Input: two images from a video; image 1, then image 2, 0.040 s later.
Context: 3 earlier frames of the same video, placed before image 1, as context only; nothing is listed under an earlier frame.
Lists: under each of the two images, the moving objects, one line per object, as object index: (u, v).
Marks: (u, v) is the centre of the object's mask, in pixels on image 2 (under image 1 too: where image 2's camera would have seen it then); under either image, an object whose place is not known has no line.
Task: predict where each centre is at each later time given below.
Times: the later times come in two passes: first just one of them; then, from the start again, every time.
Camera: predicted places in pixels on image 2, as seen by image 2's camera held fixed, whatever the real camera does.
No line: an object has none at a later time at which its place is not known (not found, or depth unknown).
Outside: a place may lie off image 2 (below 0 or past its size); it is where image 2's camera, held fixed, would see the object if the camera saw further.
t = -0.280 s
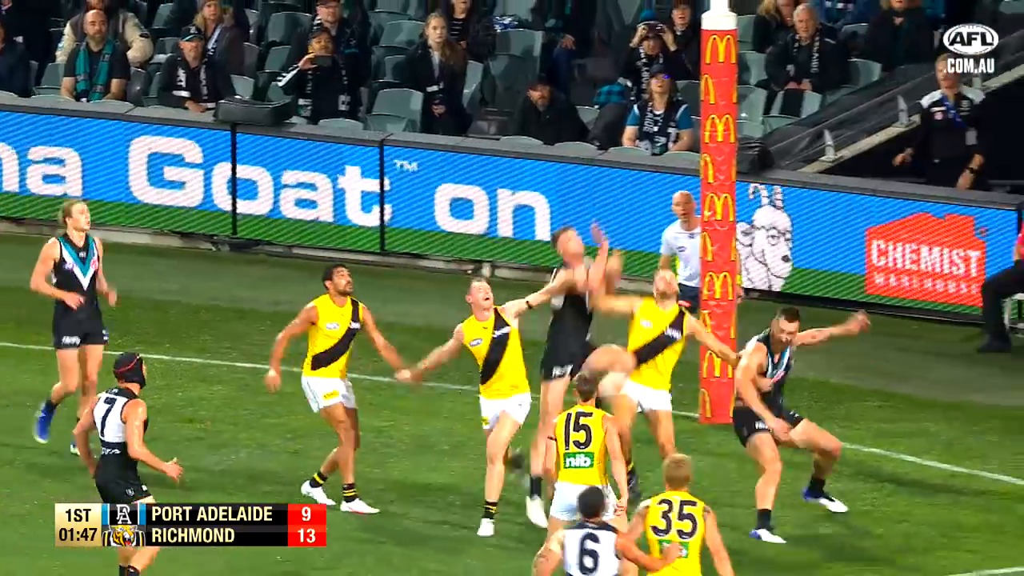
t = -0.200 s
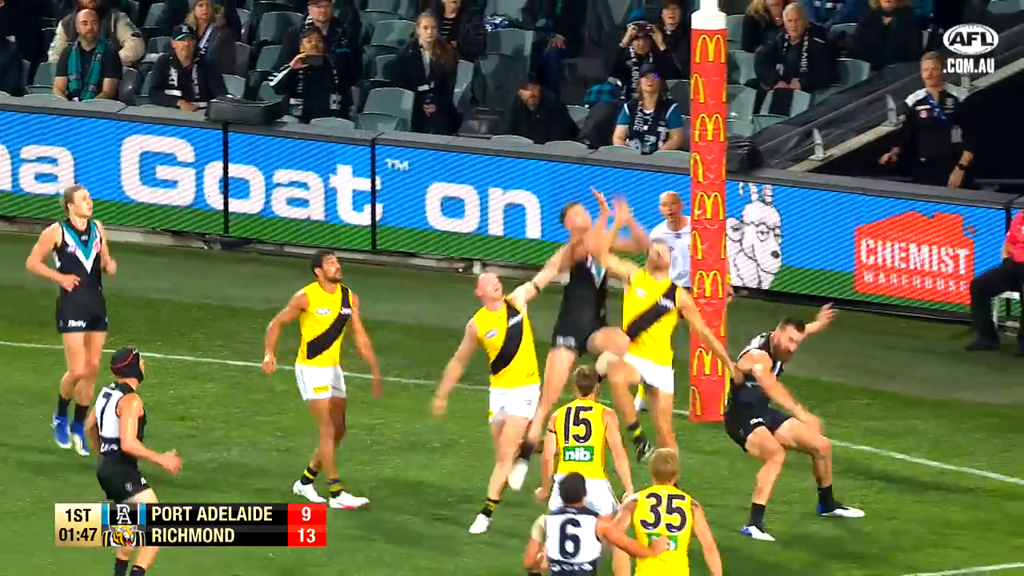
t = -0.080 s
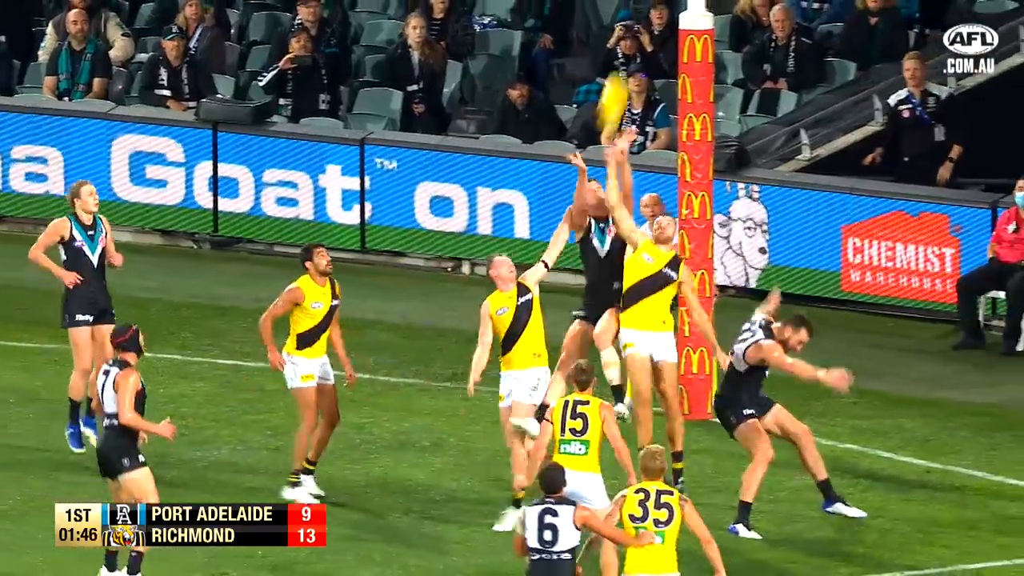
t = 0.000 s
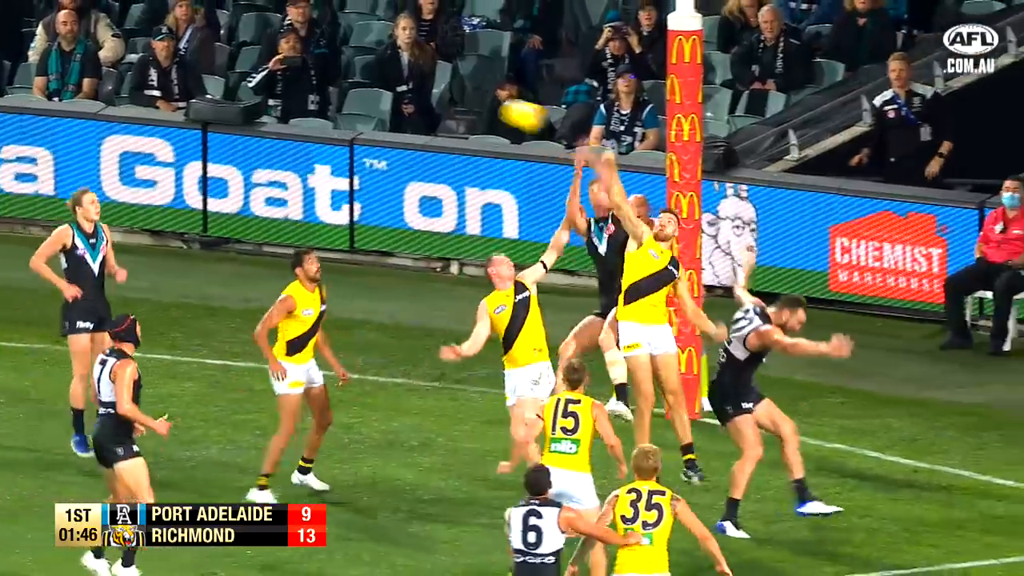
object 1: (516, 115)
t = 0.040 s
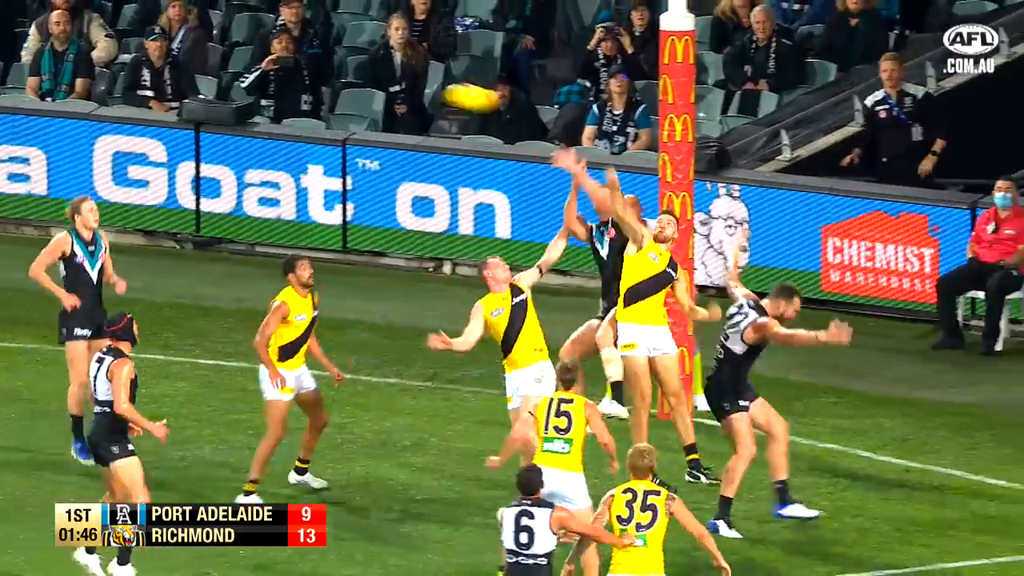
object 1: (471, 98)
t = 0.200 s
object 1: (292, 50)
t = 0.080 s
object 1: (428, 82)
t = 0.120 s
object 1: (383, 69)
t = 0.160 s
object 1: (337, 59)
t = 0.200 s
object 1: (292, 50)
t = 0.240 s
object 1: (249, 44)
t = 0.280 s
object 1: (205, 40)
